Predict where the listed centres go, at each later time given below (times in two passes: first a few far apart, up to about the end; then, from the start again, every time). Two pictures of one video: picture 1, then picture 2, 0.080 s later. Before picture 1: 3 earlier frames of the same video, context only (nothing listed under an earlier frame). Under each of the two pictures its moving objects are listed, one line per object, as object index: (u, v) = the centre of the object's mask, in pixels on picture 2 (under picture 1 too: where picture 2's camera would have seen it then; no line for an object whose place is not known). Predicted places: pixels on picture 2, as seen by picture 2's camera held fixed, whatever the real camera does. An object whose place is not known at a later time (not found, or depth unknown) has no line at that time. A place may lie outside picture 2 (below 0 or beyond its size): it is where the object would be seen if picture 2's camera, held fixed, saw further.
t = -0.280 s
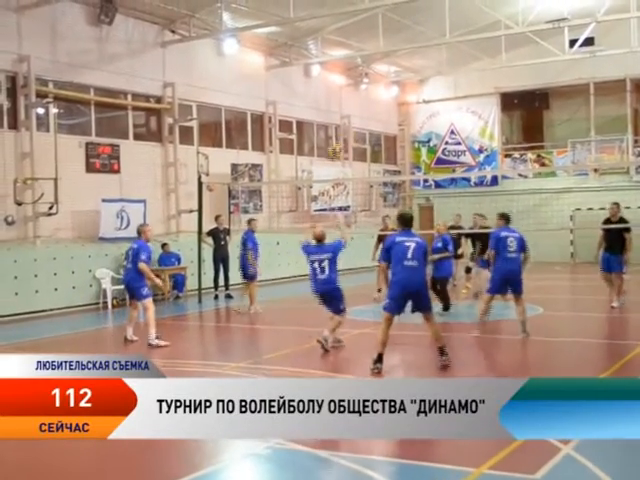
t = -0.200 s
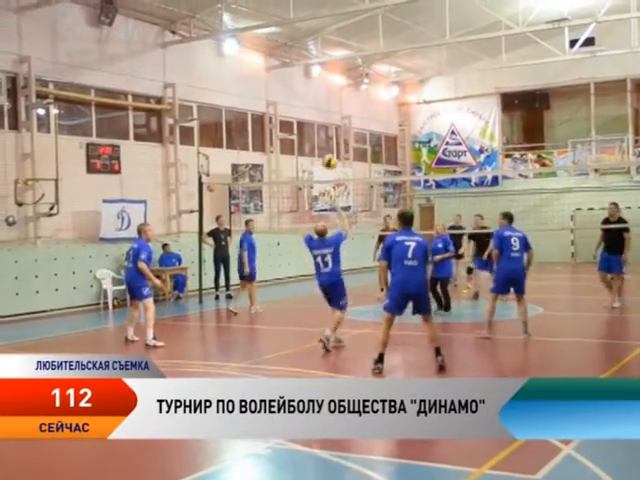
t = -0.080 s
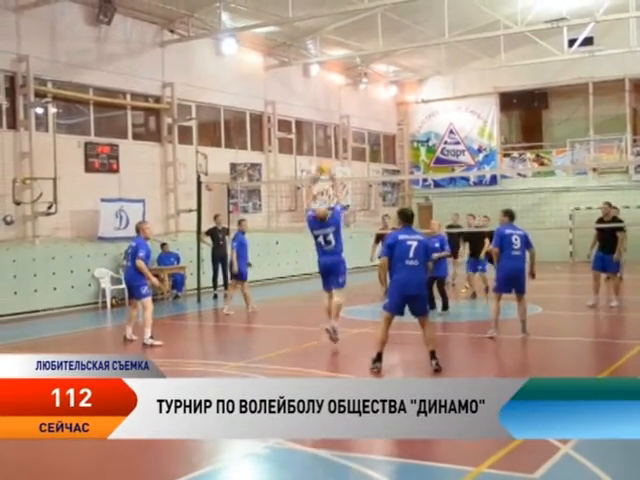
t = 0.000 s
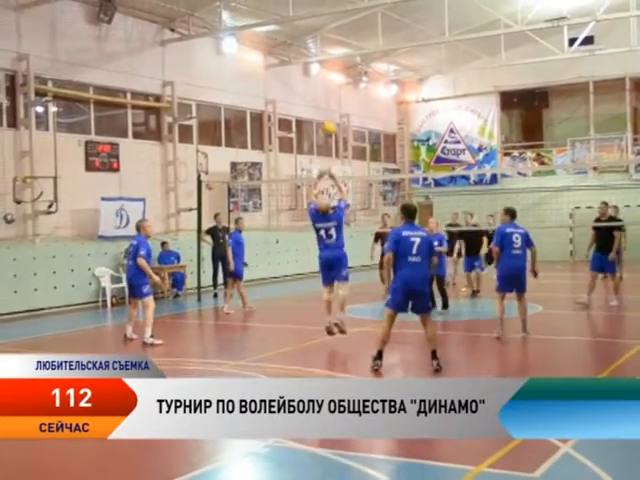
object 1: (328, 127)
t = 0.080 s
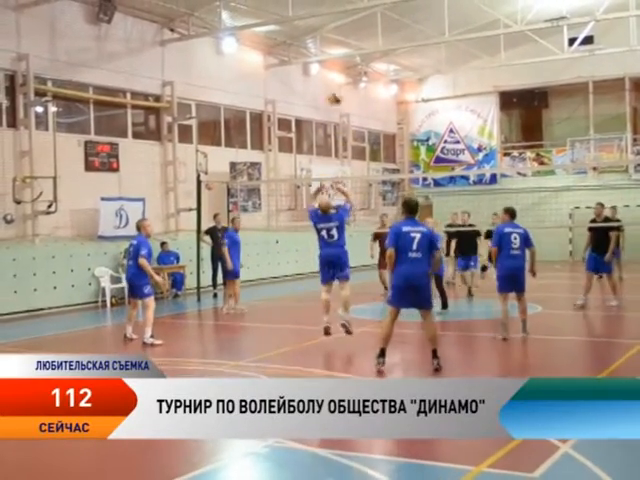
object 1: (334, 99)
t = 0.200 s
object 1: (344, 61)
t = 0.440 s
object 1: (362, 26)
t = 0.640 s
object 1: (375, 30)
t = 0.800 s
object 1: (385, 47)
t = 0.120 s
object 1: (337, 85)
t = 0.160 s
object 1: (341, 70)
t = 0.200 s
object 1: (344, 61)
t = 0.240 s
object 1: (347, 52)
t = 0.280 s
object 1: (350, 44)
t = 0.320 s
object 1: (353, 38)
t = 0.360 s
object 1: (356, 33)
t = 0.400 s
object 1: (359, 30)
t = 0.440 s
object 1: (362, 26)
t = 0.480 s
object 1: (365, 25)
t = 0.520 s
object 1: (368, 24)
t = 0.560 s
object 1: (371, 25)
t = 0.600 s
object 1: (373, 27)
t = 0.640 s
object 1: (375, 30)
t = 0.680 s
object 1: (377, 32)
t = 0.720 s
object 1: (379, 37)
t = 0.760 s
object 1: (382, 40)
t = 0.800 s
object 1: (385, 47)
